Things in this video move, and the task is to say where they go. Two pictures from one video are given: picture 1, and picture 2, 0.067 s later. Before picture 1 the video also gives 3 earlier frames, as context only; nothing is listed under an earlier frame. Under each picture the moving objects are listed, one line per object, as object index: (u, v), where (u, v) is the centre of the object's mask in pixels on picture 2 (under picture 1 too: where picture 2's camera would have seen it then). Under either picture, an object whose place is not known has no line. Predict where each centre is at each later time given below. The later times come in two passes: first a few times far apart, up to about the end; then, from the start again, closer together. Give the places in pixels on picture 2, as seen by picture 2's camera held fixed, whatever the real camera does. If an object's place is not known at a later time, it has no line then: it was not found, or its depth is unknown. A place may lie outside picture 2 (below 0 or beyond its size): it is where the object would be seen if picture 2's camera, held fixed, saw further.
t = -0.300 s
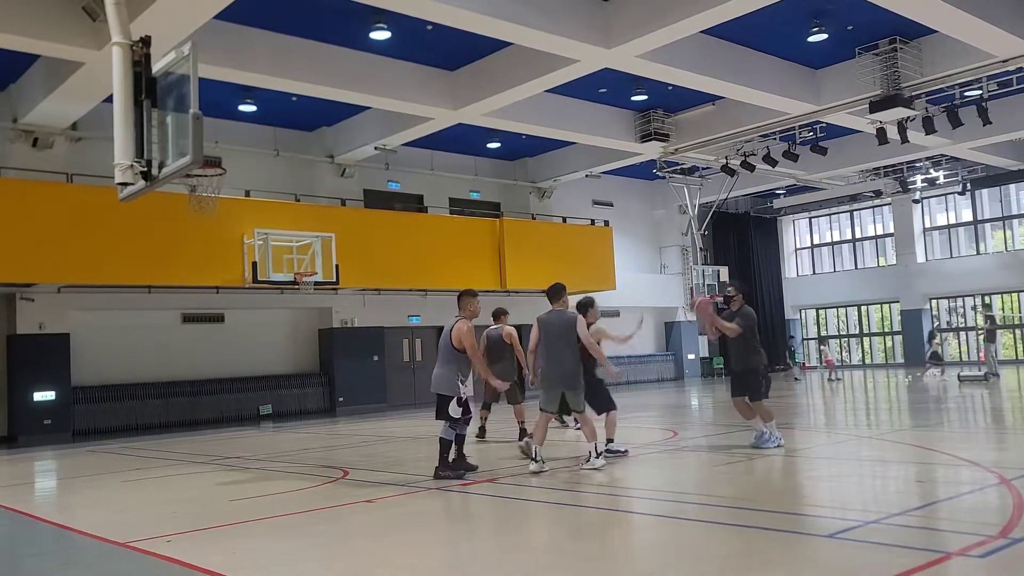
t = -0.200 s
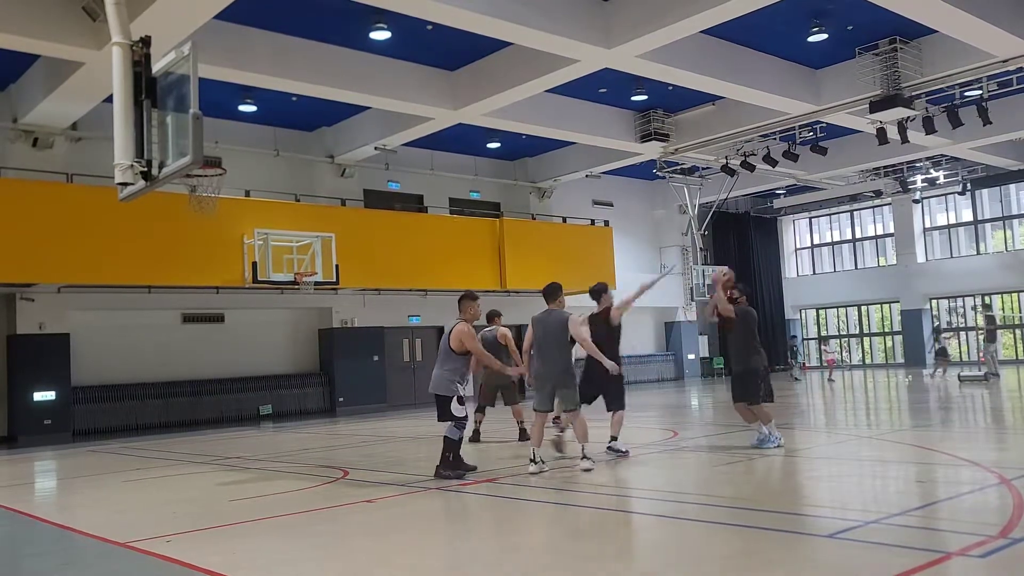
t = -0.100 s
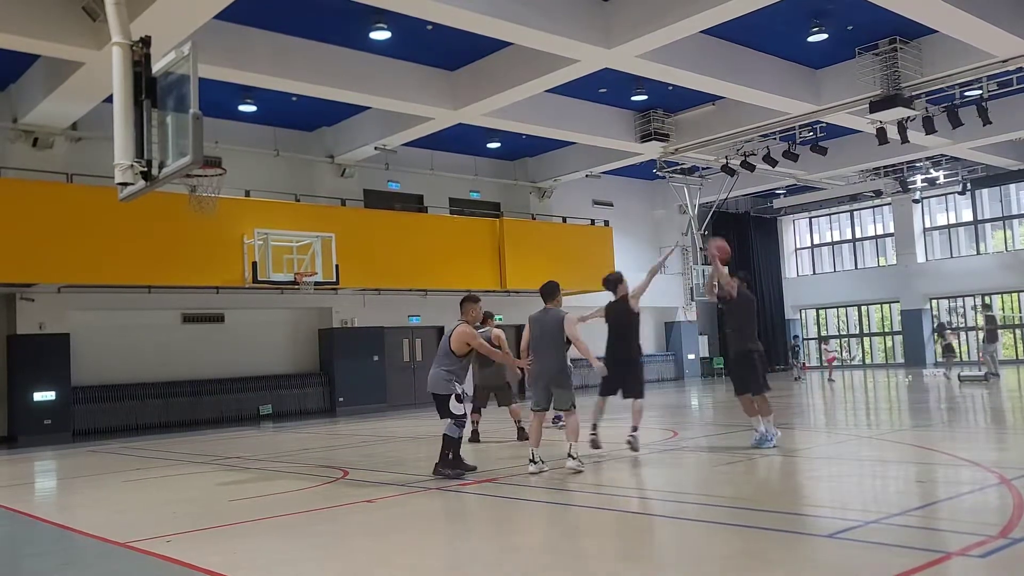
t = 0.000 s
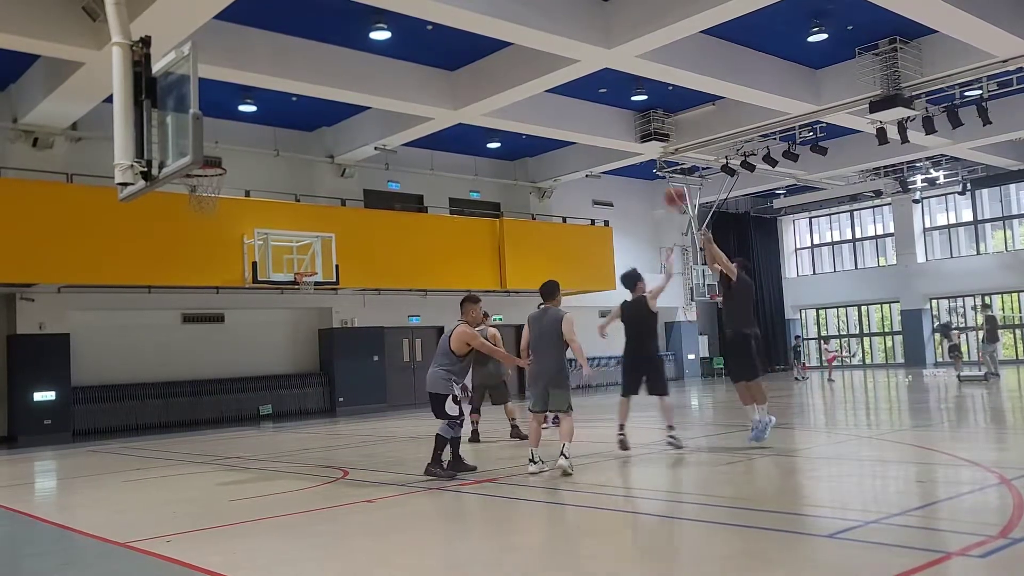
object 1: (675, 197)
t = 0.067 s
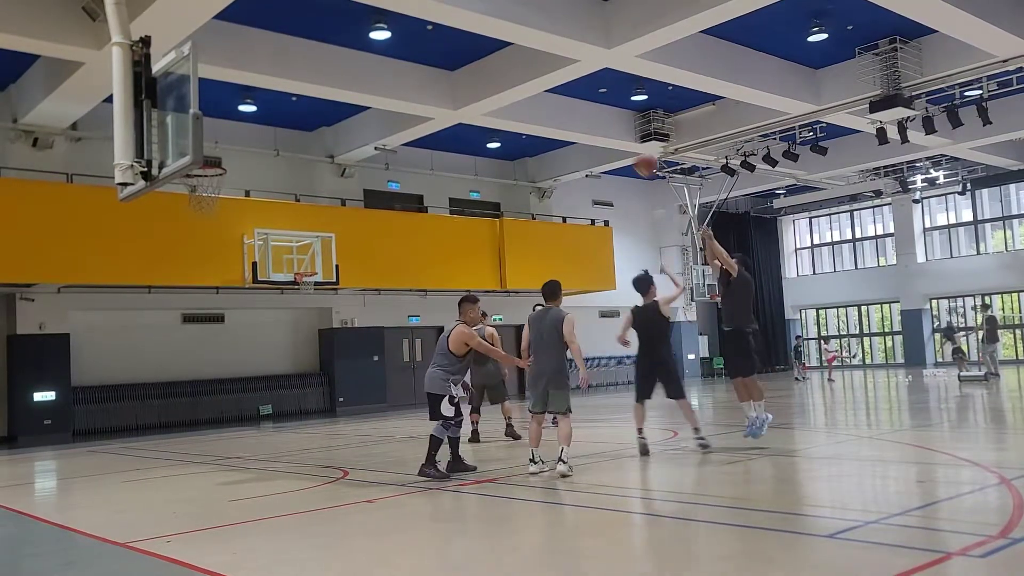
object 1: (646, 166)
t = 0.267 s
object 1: (555, 92)
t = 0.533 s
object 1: (438, 51)
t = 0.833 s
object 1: (307, 83)
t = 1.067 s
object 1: (205, 172)
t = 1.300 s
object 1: (158, 219)
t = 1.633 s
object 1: (115, 348)
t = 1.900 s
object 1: (97, 443)
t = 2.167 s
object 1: (121, 337)
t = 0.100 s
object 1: (630, 150)
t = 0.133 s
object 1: (615, 137)
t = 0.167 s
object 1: (600, 124)
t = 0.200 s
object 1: (584, 112)
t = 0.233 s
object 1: (570, 101)
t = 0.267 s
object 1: (555, 92)
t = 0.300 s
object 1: (539, 82)
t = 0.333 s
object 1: (525, 75)
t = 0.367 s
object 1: (510, 68)
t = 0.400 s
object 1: (496, 63)
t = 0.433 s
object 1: (481, 58)
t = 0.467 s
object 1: (466, 54)
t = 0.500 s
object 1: (453, 52)
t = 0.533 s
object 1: (438, 51)
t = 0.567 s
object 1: (423, 50)
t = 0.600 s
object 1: (408, 50)
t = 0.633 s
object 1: (394, 50)
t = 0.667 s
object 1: (380, 54)
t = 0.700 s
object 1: (364, 58)
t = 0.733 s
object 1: (350, 63)
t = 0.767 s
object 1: (336, 68)
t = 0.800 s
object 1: (321, 75)
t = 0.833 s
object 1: (307, 83)
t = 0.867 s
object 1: (292, 93)
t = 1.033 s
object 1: (219, 153)
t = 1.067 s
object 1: (205, 172)
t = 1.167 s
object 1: (175, 197)
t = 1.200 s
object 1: (171, 201)
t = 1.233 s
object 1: (167, 206)
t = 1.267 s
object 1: (162, 212)
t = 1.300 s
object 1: (158, 219)
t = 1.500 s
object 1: (133, 283)
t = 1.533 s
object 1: (129, 297)
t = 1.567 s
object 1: (124, 314)
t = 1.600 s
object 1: (120, 331)
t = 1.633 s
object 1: (115, 348)
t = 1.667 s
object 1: (111, 368)
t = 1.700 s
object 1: (108, 392)
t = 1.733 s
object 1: (103, 413)
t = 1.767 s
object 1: (98, 433)
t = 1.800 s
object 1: (93, 460)
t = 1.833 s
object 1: (90, 483)
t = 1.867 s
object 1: (93, 463)
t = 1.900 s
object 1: (97, 443)
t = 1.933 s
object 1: (99, 427)
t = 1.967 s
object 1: (102, 411)
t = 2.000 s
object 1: (105, 395)
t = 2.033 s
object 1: (107, 380)
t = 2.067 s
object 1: (111, 366)
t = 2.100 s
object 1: (114, 355)
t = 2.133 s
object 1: (117, 346)
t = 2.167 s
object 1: (121, 337)
